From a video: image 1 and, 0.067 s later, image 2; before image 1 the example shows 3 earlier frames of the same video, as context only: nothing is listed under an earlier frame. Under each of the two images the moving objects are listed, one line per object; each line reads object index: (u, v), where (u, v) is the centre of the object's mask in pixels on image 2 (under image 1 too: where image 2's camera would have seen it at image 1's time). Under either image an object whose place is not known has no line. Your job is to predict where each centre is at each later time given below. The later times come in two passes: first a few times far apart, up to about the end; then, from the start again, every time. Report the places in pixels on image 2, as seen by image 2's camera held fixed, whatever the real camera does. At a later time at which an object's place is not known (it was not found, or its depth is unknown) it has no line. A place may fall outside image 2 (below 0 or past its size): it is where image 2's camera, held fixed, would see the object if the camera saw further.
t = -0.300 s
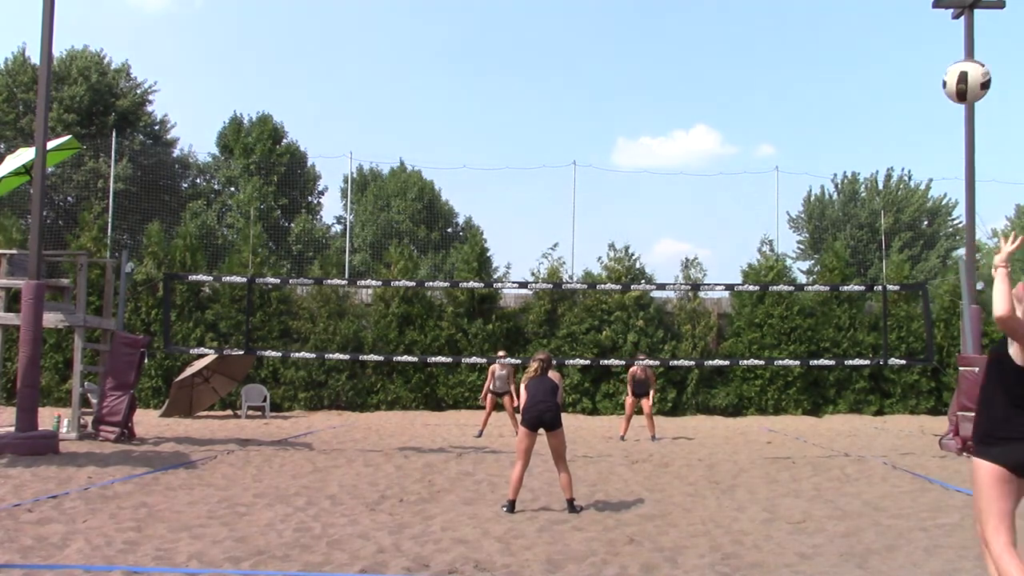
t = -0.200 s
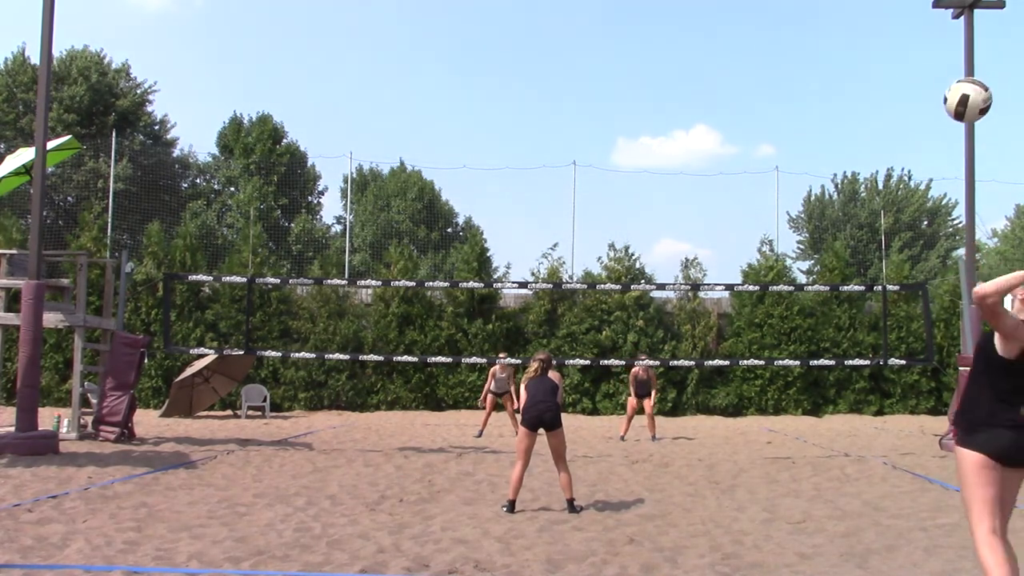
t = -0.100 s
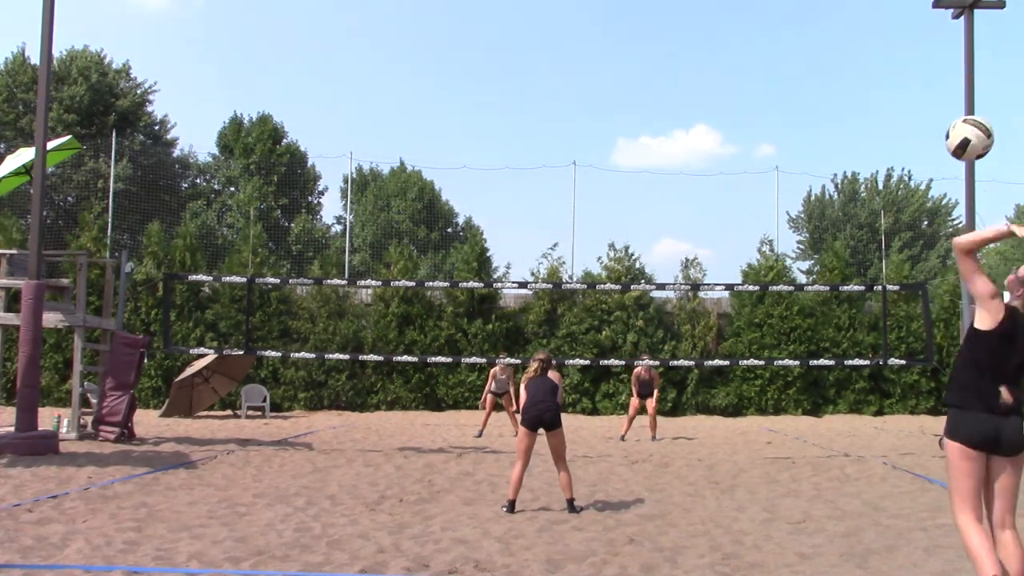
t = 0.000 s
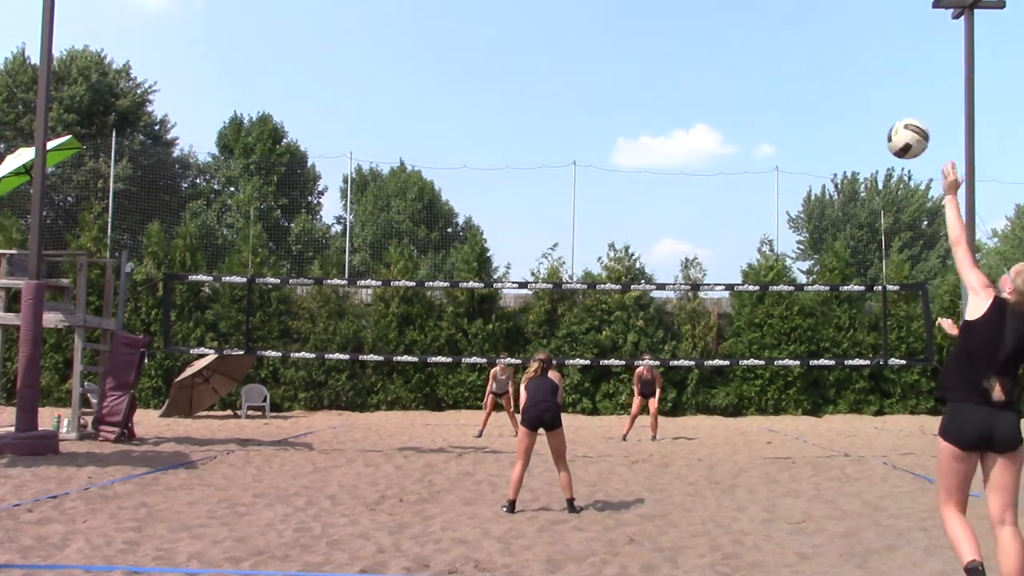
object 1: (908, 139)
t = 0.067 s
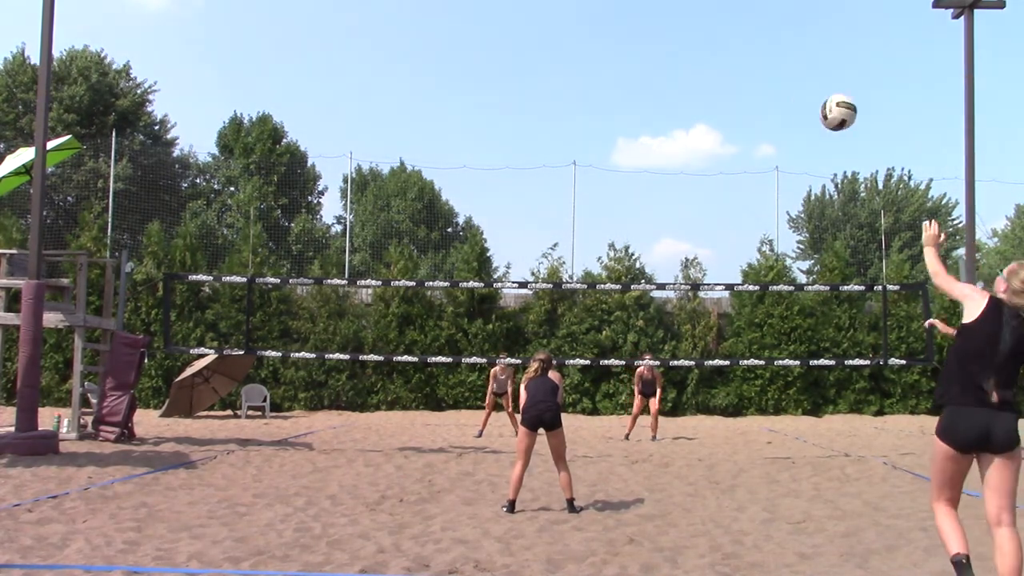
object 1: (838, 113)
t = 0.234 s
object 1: (716, 93)
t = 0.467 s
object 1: (614, 126)
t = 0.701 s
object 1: (548, 193)
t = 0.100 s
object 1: (809, 104)
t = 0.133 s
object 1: (782, 98)
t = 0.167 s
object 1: (759, 94)
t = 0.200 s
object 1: (736, 93)
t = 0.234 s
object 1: (716, 93)
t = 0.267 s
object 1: (698, 95)
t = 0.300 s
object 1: (682, 98)
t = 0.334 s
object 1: (666, 101)
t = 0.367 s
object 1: (652, 107)
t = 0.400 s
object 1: (638, 112)
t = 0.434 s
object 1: (626, 119)
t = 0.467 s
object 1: (614, 126)
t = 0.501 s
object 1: (603, 134)
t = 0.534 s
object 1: (592, 143)
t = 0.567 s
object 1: (582, 152)
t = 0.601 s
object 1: (573, 162)
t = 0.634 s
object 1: (564, 172)
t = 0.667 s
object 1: (556, 182)
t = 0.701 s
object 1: (548, 193)
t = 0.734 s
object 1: (541, 205)
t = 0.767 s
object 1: (534, 216)
